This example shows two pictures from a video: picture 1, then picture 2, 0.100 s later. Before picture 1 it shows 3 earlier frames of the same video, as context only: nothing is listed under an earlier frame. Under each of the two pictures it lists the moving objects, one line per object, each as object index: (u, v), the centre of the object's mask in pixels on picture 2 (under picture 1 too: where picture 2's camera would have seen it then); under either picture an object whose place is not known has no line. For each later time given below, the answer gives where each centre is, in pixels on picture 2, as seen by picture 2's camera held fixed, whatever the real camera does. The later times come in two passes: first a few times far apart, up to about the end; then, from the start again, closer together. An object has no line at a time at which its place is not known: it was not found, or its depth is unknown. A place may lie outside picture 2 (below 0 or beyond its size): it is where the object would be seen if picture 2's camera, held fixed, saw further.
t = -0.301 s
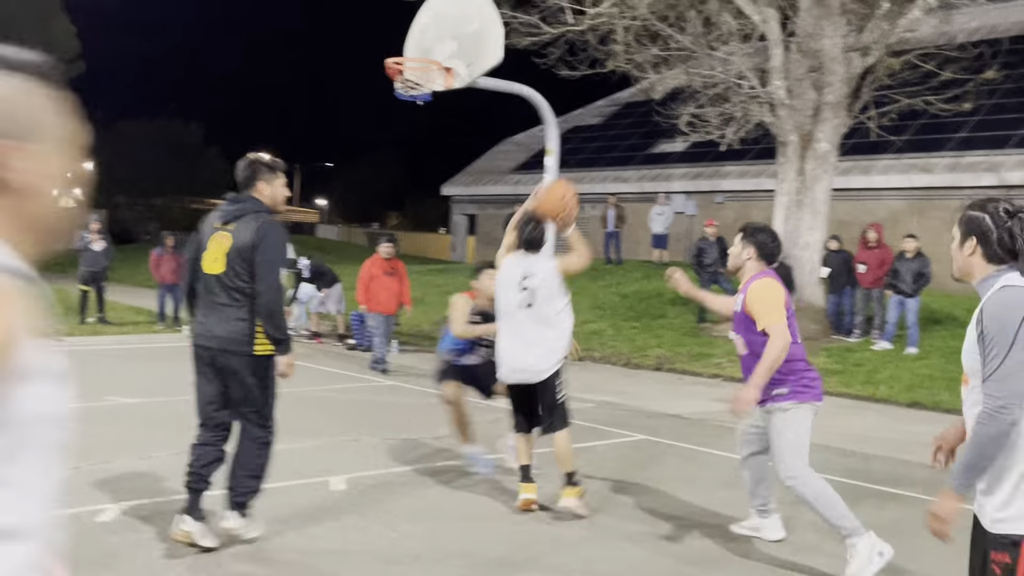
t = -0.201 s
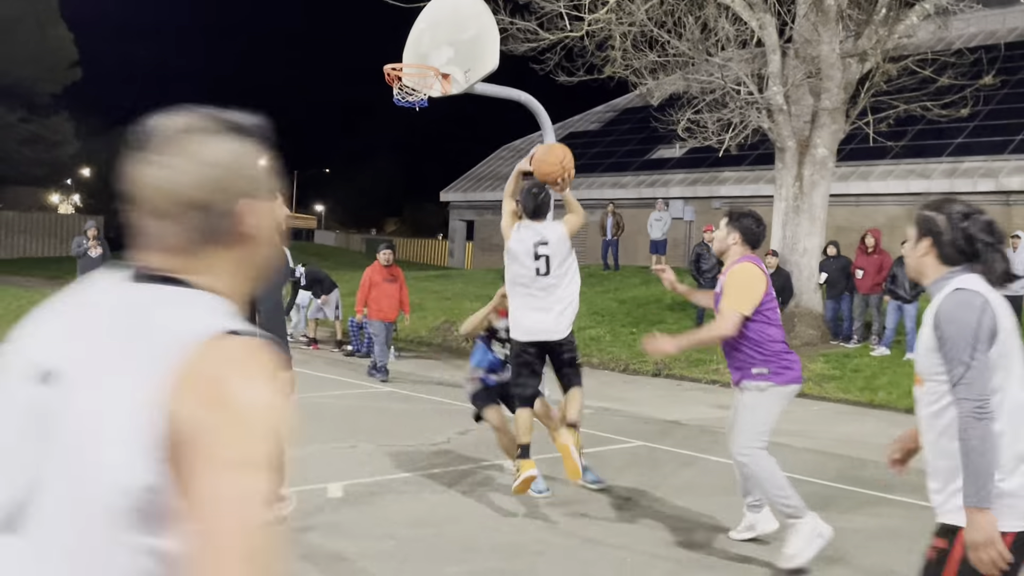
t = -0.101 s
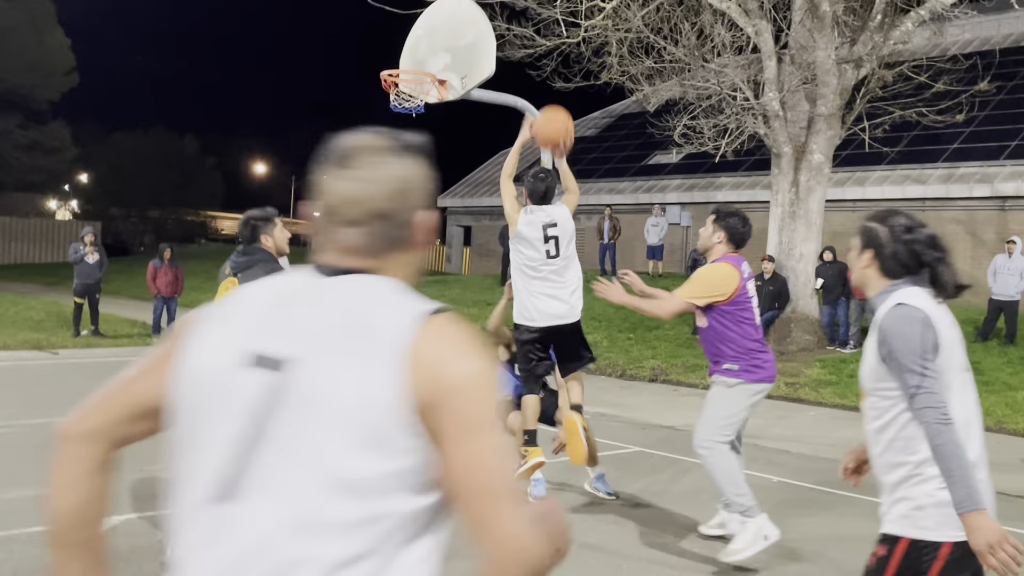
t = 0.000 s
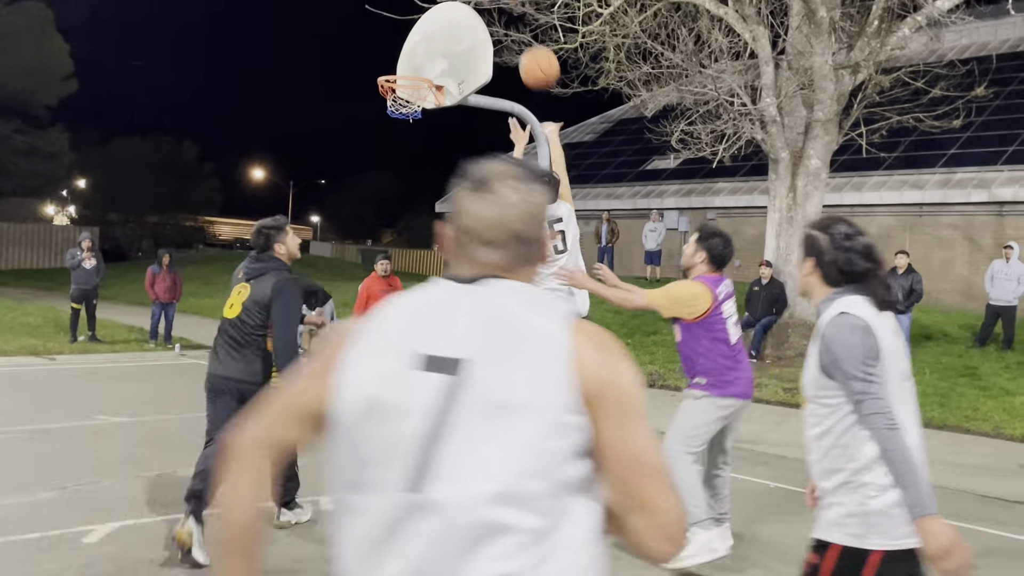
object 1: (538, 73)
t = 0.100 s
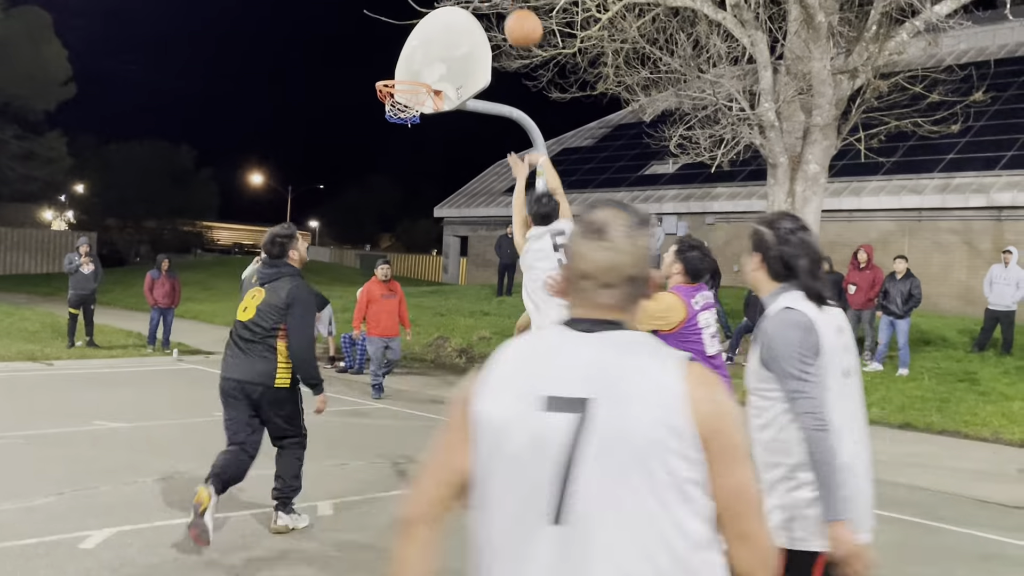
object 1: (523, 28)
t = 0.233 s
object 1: (506, 7)
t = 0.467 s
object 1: (480, 14)
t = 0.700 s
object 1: (430, 60)
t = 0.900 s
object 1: (379, 120)
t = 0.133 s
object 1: (519, 20)
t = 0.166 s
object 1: (514, 13)
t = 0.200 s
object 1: (511, 10)
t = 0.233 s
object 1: (506, 7)
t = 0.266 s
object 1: (502, 5)
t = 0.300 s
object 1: (499, 4)
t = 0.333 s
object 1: (494, 4)
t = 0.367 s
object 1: (490, 5)
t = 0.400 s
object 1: (487, 6)
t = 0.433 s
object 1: (483, 9)
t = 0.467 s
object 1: (480, 14)
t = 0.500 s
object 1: (476, 21)
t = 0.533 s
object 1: (473, 29)
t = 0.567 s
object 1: (469, 37)
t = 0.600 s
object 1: (458, 41)
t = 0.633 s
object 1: (448, 46)
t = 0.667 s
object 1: (439, 52)
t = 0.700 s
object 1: (430, 60)
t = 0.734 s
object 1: (420, 68)
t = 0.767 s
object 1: (412, 77)
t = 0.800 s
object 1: (401, 90)
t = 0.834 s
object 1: (391, 101)
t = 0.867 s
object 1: (384, 111)
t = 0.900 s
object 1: (379, 120)
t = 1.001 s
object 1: (363, 150)
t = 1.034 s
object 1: (358, 163)
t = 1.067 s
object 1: (353, 173)
